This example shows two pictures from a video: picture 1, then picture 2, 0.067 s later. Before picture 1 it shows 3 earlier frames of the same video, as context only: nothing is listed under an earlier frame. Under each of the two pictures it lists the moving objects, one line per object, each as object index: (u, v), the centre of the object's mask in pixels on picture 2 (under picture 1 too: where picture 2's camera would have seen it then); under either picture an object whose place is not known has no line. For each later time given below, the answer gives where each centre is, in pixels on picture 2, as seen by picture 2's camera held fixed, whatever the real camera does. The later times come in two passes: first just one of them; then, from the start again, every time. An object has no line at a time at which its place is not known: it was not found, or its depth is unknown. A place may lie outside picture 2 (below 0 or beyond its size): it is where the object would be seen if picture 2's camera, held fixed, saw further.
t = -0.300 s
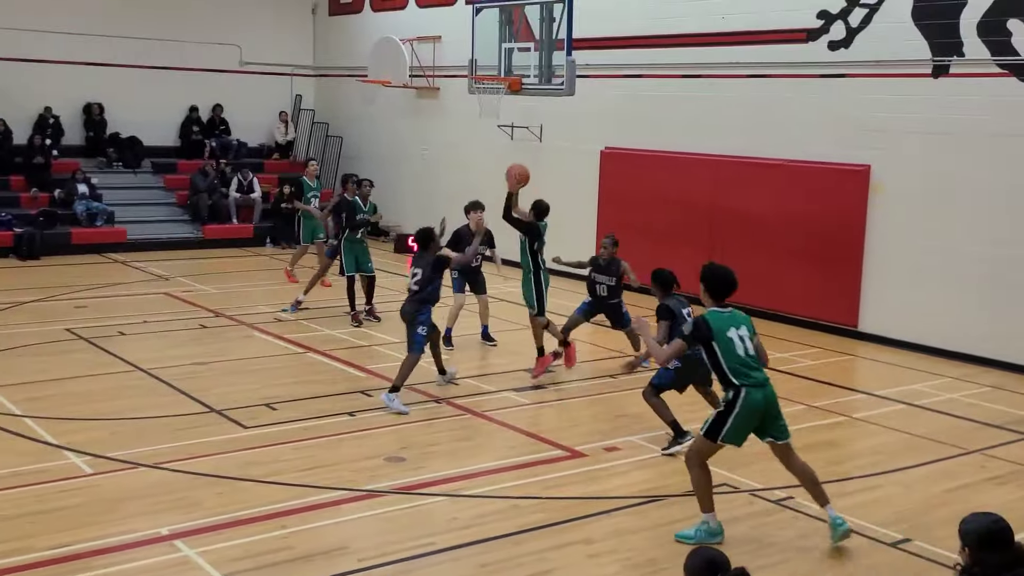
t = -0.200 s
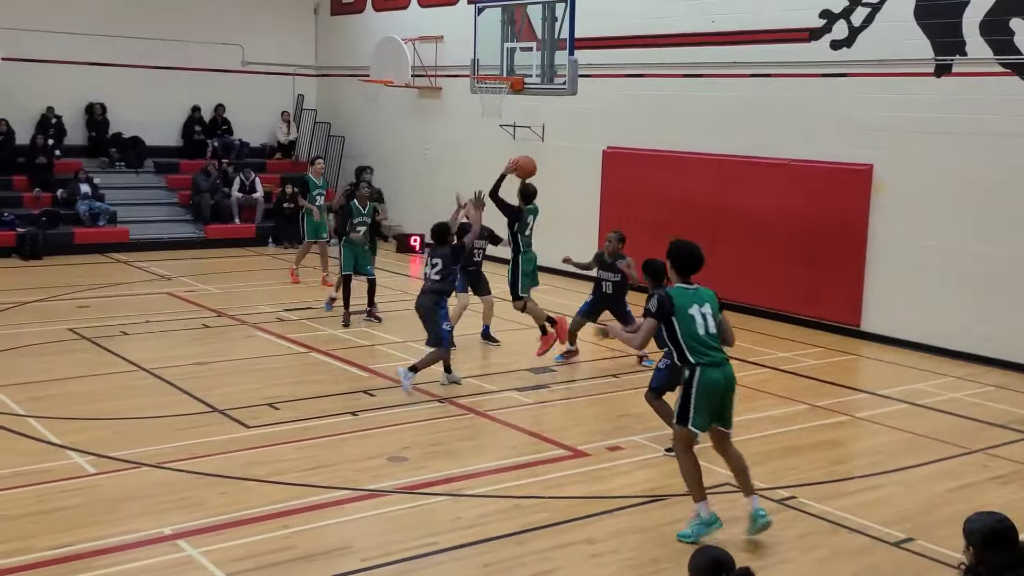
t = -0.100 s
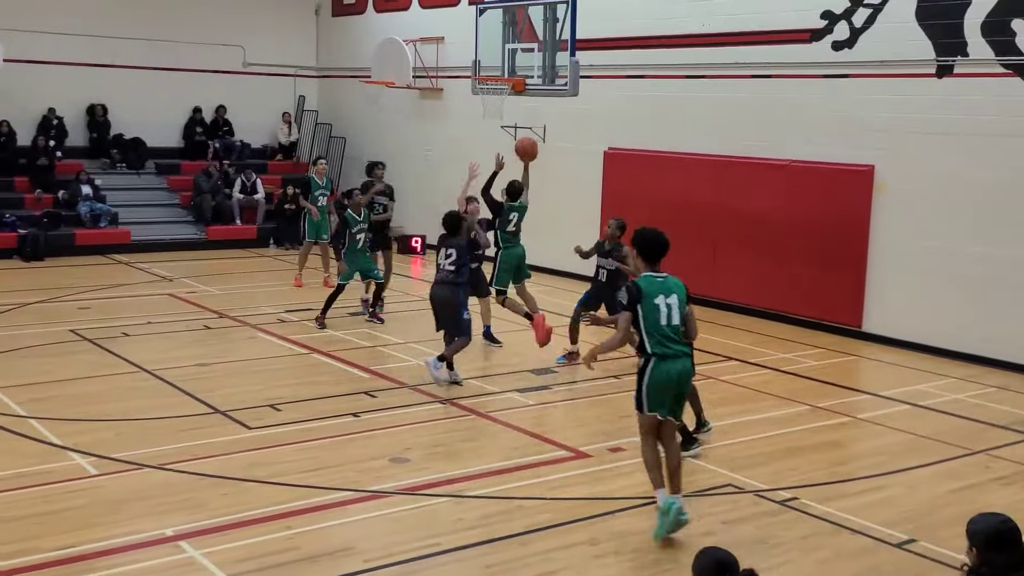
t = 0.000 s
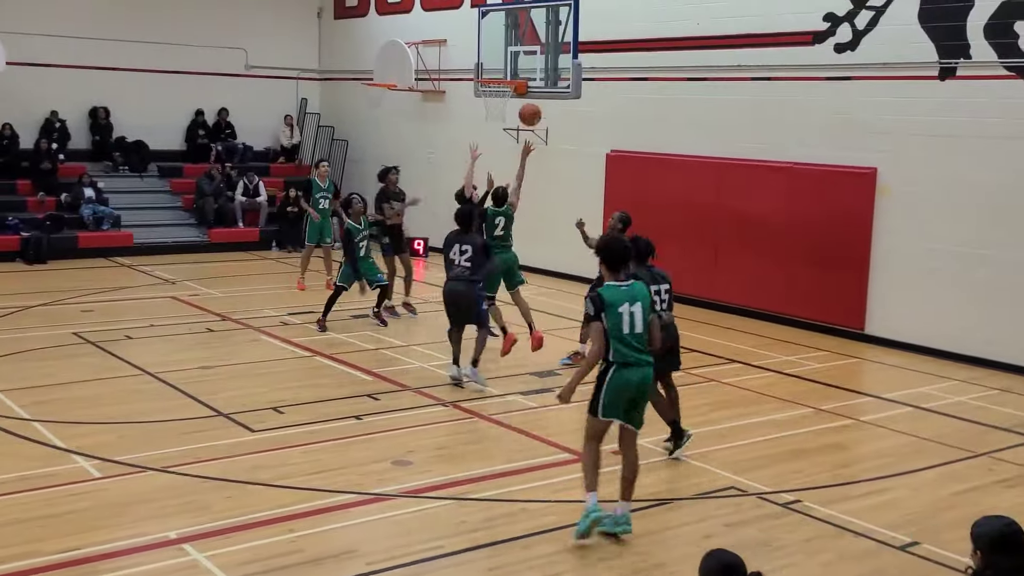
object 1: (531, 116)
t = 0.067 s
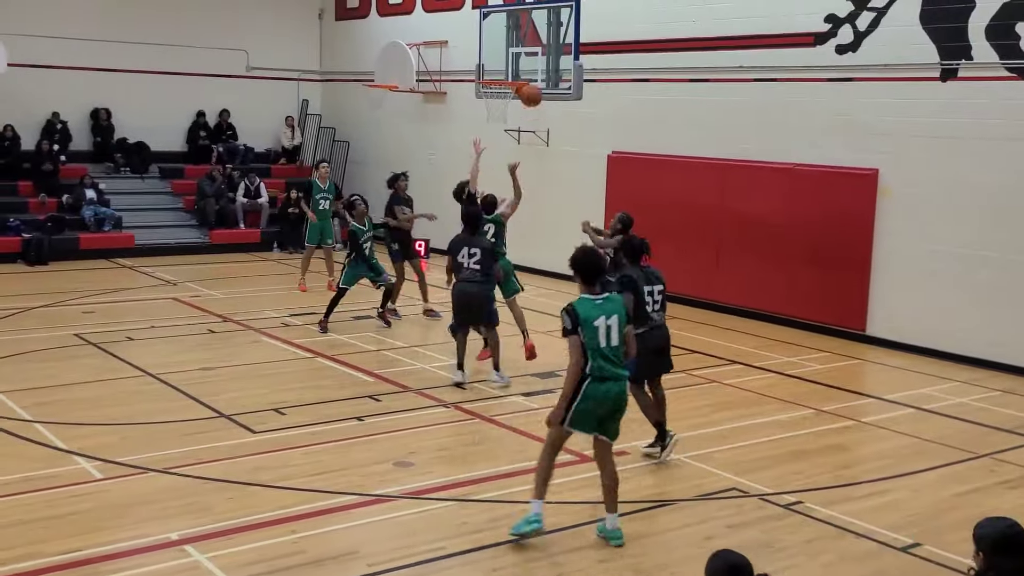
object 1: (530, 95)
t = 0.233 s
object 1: (531, 66)
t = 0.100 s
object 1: (530, 87)
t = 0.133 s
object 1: (531, 80)
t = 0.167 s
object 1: (530, 74)
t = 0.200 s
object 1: (531, 70)
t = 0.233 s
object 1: (531, 66)
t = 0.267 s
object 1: (530, 64)
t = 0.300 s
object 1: (530, 63)
